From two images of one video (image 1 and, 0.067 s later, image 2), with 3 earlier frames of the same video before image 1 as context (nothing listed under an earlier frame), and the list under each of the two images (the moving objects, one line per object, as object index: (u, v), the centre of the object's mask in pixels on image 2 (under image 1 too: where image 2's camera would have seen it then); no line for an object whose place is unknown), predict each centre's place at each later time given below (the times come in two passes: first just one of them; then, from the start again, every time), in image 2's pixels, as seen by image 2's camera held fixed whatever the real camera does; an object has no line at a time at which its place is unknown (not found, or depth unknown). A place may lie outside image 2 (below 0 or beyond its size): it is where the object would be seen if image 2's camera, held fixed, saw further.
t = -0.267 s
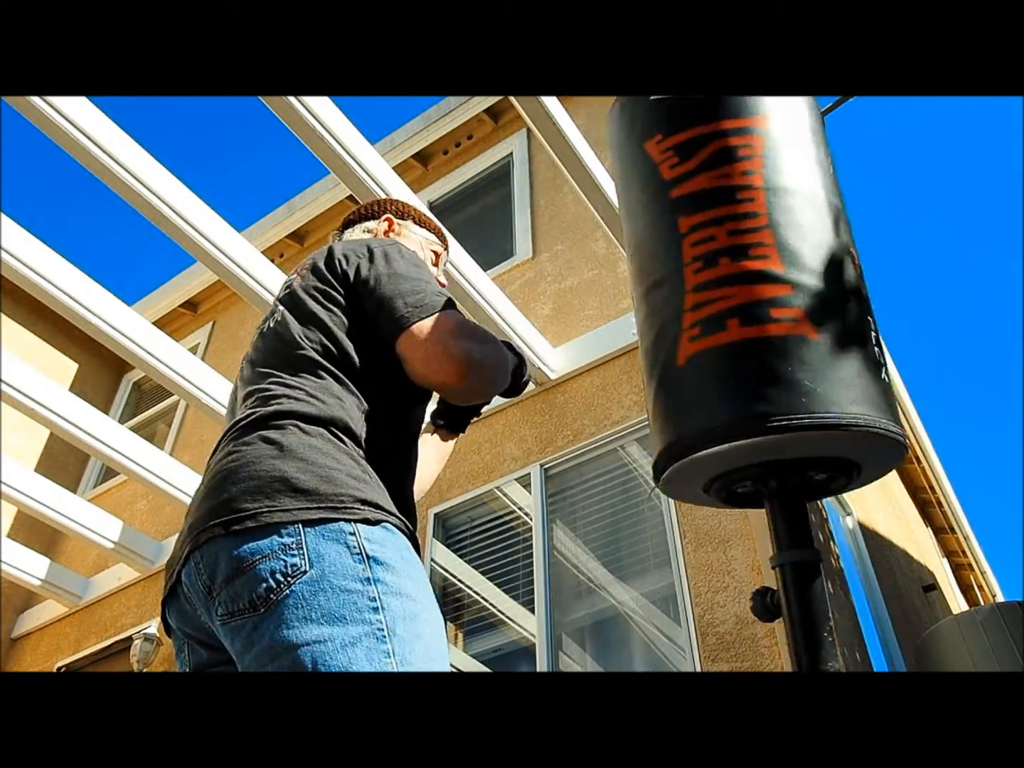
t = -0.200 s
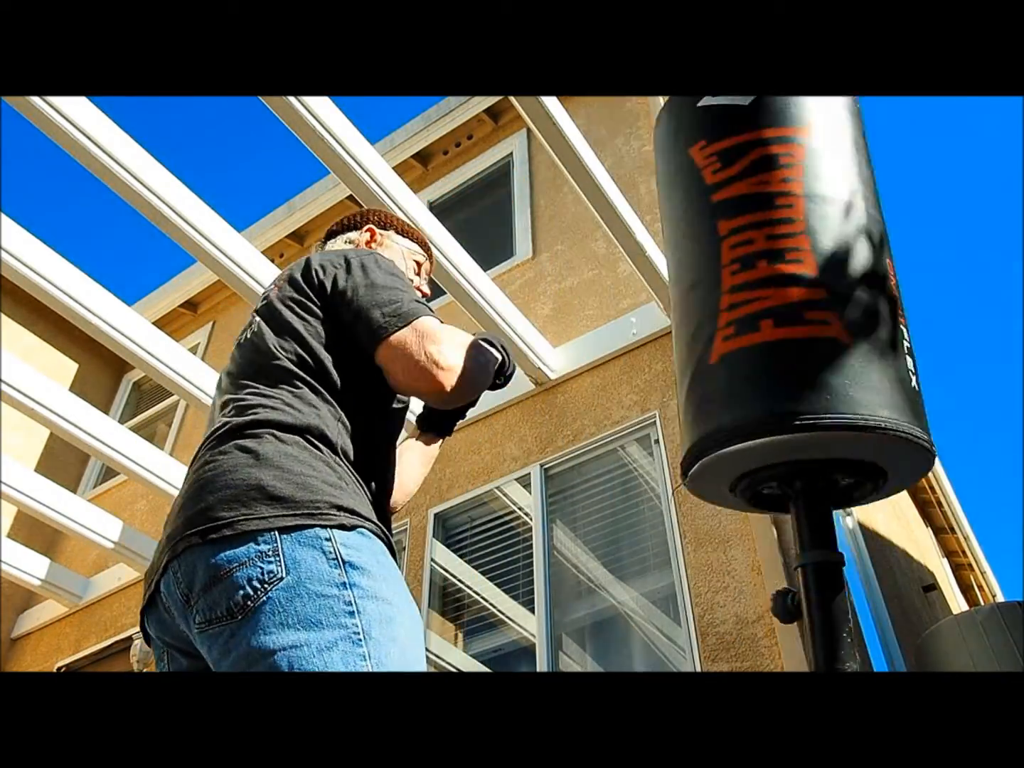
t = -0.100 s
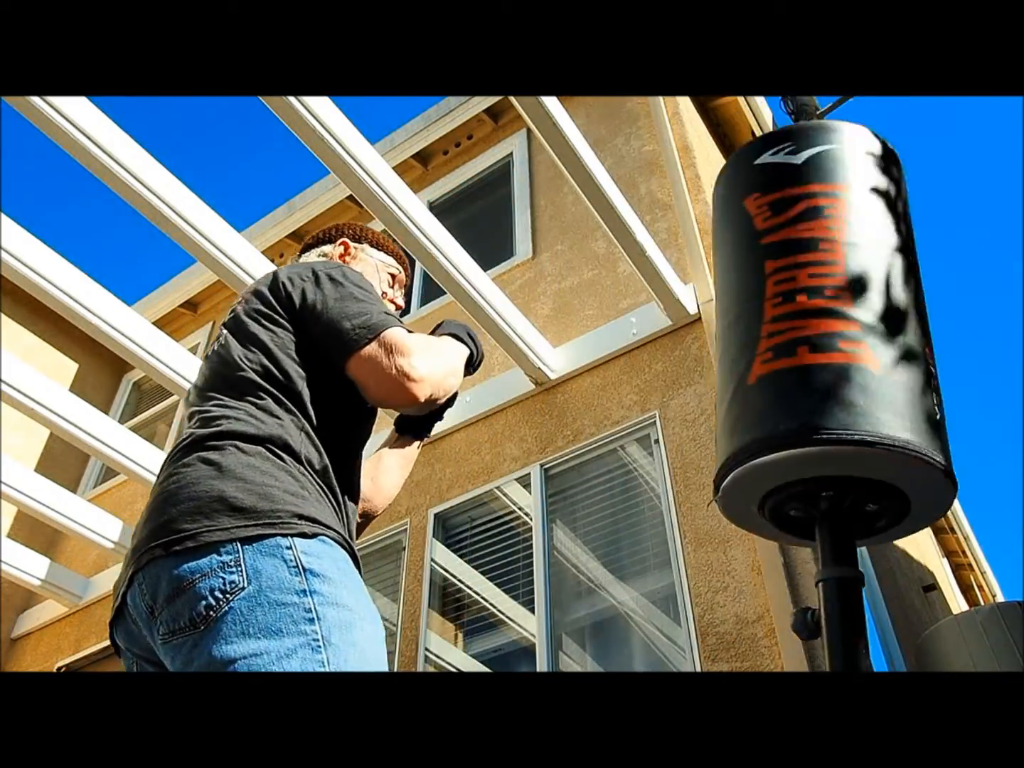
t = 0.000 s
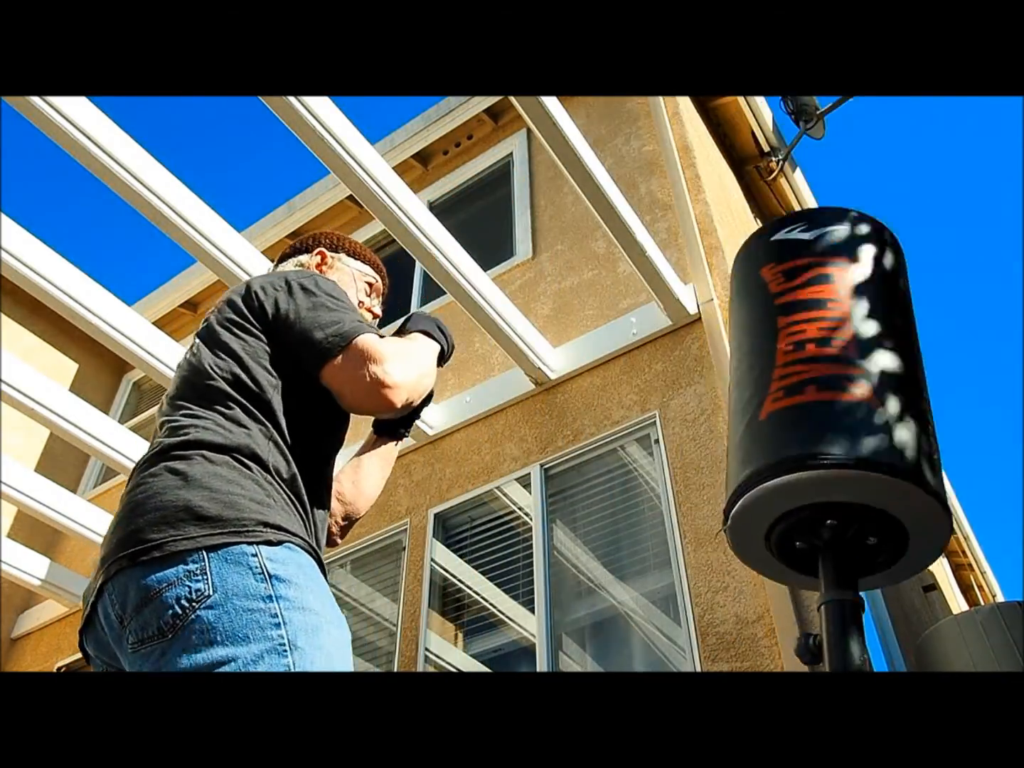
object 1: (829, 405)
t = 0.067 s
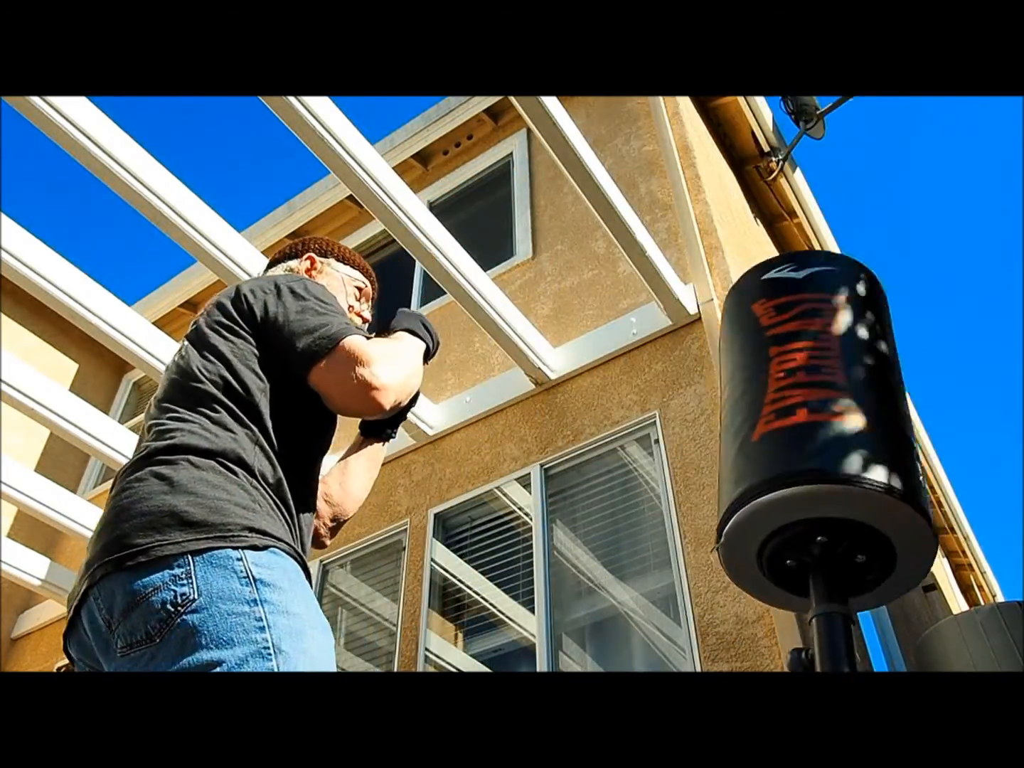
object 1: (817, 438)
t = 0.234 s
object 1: (755, 449)
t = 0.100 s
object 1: (807, 448)
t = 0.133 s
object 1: (795, 455)
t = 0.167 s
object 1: (782, 457)
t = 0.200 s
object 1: (769, 454)
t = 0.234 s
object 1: (755, 449)
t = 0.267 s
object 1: (742, 440)
